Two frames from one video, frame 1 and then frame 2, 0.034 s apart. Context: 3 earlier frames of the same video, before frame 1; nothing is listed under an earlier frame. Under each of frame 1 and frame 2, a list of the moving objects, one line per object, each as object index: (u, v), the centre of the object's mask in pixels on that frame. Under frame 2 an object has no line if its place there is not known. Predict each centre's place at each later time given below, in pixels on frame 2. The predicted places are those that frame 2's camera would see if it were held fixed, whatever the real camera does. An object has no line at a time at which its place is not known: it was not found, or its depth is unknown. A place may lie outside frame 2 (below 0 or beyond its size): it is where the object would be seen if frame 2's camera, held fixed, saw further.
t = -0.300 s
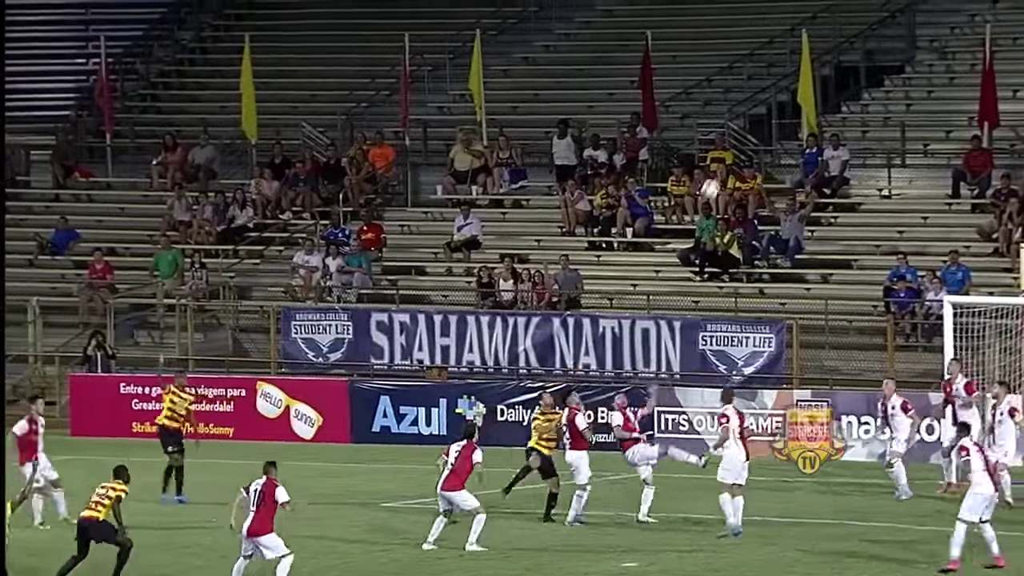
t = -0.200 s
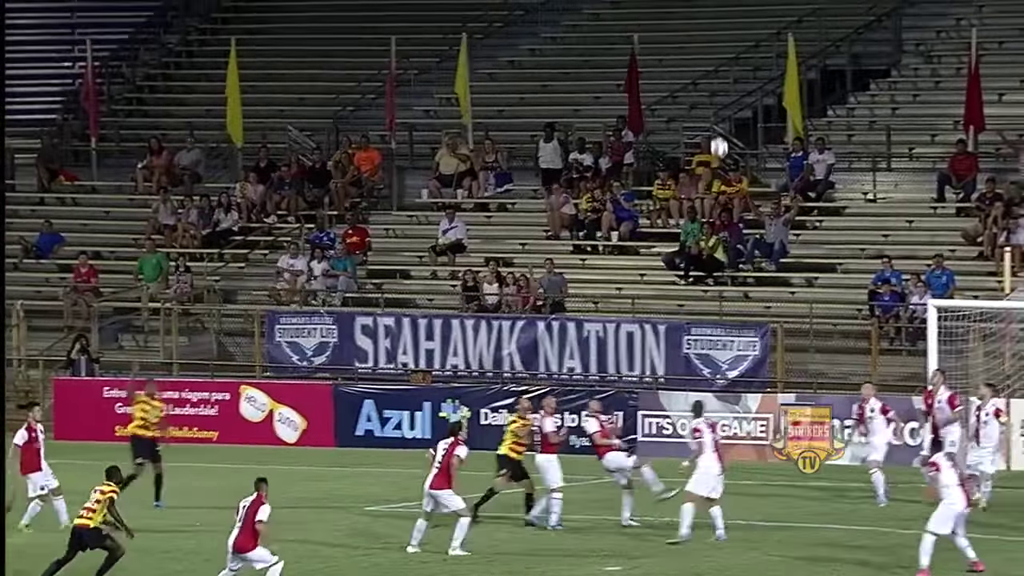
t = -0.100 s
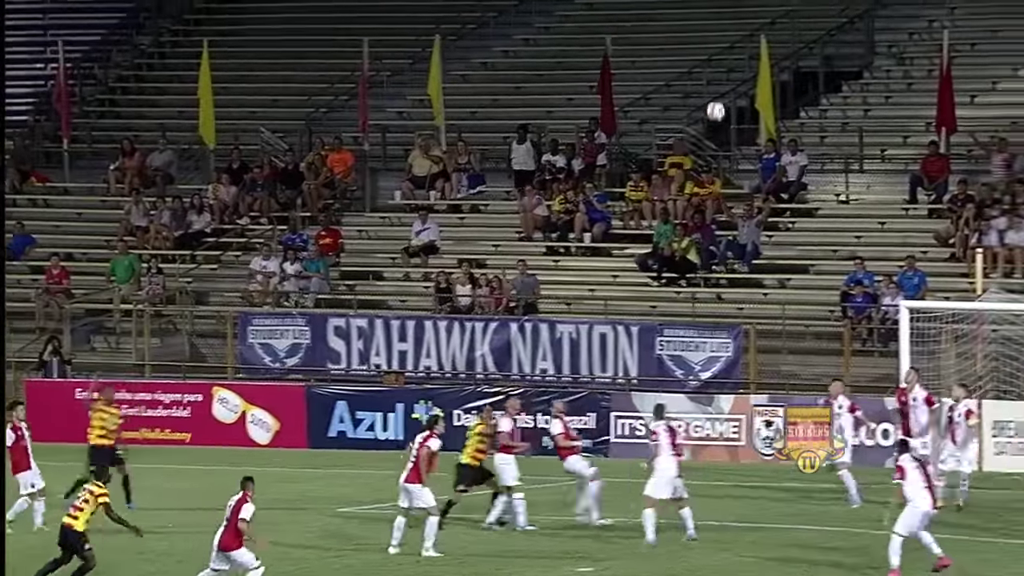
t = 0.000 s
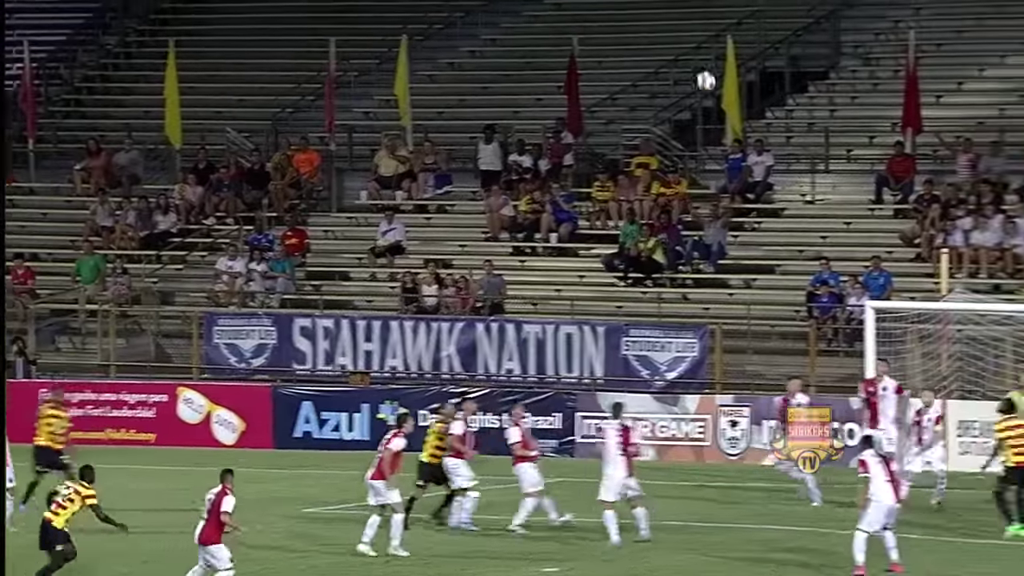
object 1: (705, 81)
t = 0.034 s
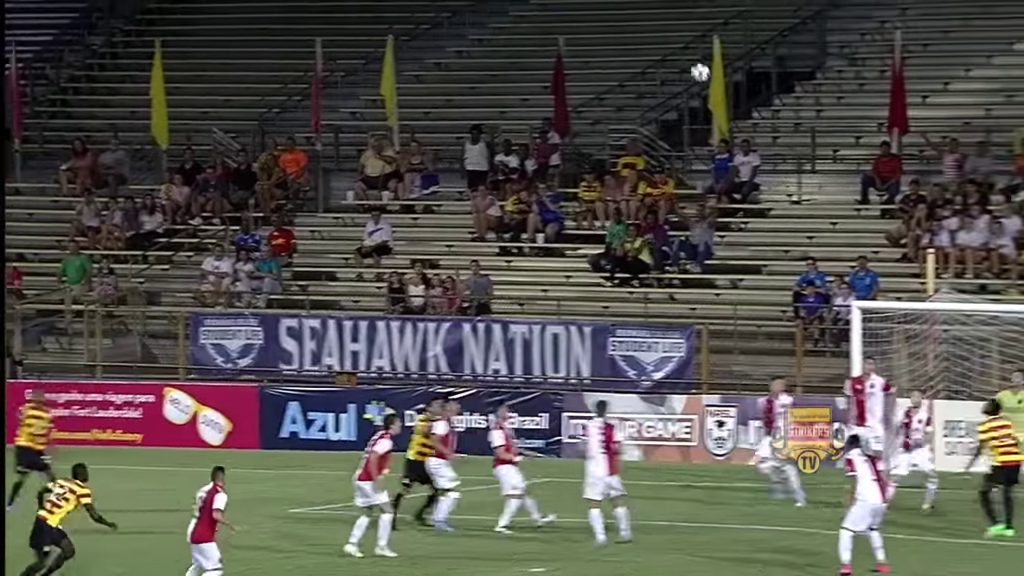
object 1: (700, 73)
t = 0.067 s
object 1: (707, 65)
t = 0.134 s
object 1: (722, 52)
